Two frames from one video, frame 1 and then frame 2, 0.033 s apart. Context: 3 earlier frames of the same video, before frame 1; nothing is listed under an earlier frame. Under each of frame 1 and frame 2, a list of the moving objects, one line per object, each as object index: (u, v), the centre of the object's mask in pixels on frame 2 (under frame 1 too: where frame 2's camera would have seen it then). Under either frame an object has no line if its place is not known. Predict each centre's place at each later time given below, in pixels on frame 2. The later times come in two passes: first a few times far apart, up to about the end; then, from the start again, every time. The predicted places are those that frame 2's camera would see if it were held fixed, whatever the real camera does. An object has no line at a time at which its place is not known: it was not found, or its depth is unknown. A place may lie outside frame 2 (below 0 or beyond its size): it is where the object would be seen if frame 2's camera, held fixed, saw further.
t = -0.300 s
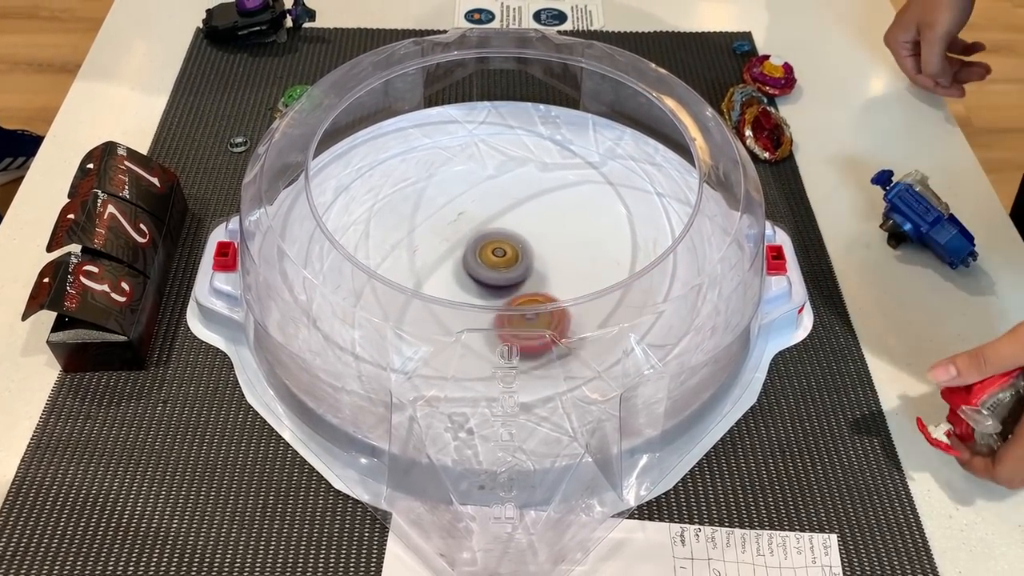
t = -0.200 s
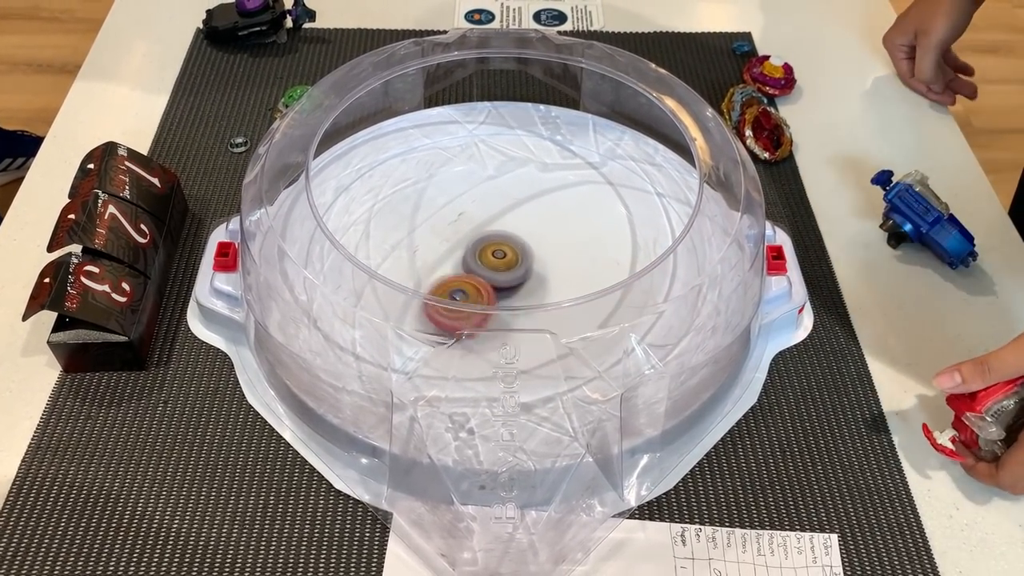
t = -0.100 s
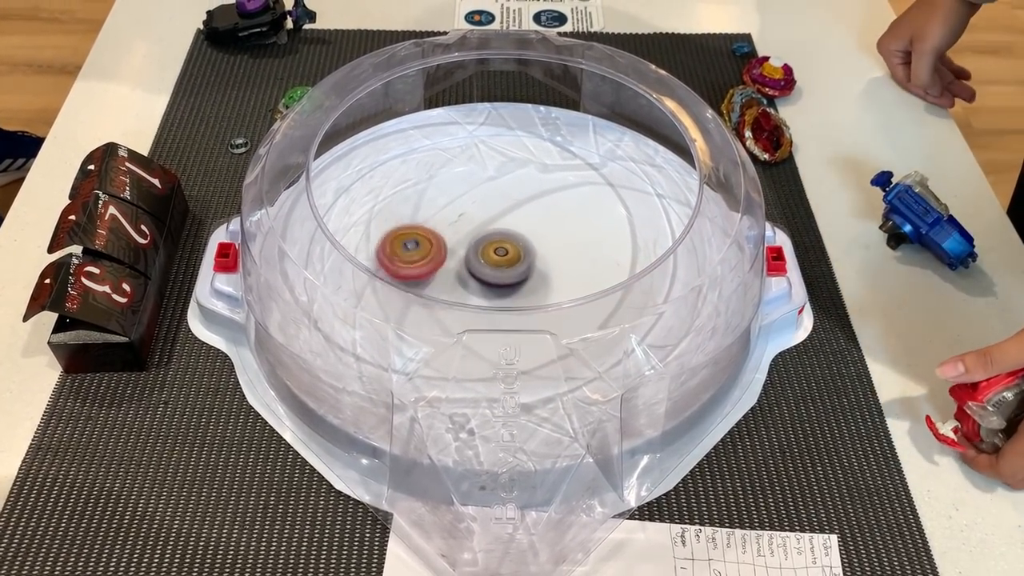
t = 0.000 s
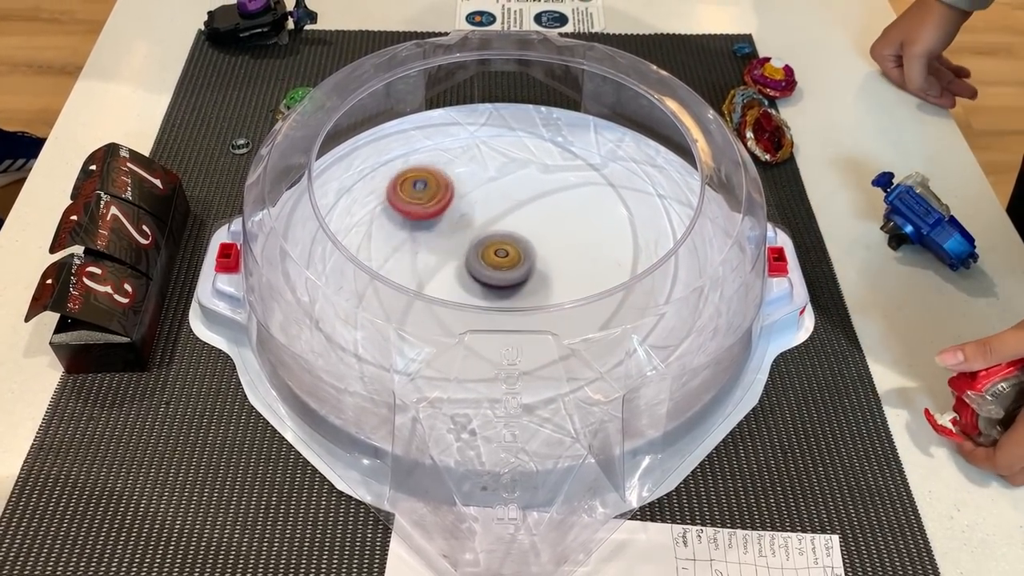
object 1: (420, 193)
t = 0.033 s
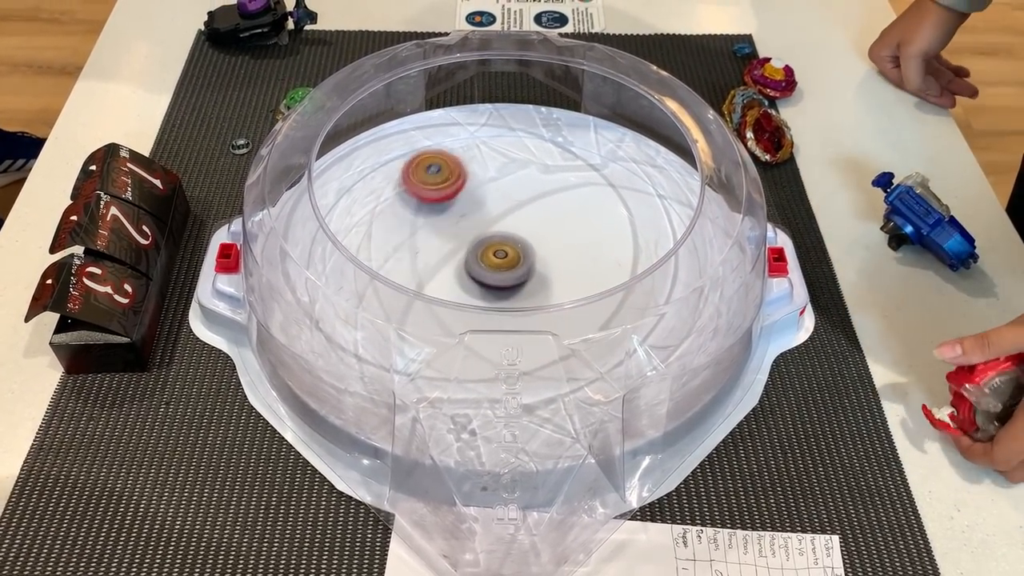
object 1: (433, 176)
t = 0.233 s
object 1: (535, 144)
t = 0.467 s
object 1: (558, 149)
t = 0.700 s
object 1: (572, 174)
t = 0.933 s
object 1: (581, 271)
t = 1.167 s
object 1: (634, 358)
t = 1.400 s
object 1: (601, 352)
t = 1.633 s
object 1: (615, 359)
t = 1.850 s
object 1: (630, 357)
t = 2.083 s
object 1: (638, 342)
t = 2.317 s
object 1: (629, 320)
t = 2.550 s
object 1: (542, 313)
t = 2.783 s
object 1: (482, 307)
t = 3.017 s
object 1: (441, 232)
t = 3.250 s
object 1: (457, 248)
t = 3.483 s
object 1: (474, 258)
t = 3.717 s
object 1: (371, 294)
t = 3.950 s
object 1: (408, 284)
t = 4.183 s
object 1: (304, 206)
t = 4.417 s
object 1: (409, 211)
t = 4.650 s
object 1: (433, 163)
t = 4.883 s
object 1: (434, 157)
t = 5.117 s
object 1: (439, 167)
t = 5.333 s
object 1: (477, 157)
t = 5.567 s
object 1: (519, 139)
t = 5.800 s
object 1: (517, 140)
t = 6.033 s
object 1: (517, 149)
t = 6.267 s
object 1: (562, 209)
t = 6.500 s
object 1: (594, 266)
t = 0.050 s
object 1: (441, 169)
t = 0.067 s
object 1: (450, 162)
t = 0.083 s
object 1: (458, 158)
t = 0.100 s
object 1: (467, 153)
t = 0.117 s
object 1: (478, 150)
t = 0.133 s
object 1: (488, 148)
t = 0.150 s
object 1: (497, 147)
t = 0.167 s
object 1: (507, 146)
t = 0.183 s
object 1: (514, 145)
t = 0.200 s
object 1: (522, 145)
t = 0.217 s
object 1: (529, 145)
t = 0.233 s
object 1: (535, 144)
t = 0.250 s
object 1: (540, 144)
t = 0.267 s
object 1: (545, 144)
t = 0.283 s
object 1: (548, 144)
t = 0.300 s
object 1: (550, 145)
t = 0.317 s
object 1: (552, 145)
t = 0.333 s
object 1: (553, 145)
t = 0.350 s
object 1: (553, 145)
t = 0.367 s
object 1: (554, 145)
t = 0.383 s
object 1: (555, 146)
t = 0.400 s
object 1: (556, 146)
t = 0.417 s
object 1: (556, 147)
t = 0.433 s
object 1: (557, 147)
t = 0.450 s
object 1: (558, 148)
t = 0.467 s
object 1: (558, 149)
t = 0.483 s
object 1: (559, 149)
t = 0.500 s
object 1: (559, 150)
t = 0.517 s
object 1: (560, 150)
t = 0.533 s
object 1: (560, 151)
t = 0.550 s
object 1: (561, 152)
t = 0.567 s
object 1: (561, 153)
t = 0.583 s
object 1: (562, 154)
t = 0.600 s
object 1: (562, 155)
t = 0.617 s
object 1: (563, 157)
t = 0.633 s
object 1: (565, 159)
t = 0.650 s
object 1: (566, 162)
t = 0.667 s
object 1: (568, 166)
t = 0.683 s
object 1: (570, 170)
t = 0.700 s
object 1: (572, 174)
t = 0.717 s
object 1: (575, 178)
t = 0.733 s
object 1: (577, 182)
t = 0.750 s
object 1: (580, 187)
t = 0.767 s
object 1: (583, 192)
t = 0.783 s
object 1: (586, 198)
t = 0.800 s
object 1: (589, 204)
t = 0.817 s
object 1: (591, 211)
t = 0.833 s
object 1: (592, 219)
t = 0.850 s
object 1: (593, 227)
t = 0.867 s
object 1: (594, 236)
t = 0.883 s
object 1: (593, 245)
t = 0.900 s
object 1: (590, 254)
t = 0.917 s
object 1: (586, 264)
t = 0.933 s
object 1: (581, 271)
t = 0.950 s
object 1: (587, 274)
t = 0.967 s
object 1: (600, 286)
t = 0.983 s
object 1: (613, 298)
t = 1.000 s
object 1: (619, 302)
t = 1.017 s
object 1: (629, 312)
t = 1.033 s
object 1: (632, 318)
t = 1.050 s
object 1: (634, 322)
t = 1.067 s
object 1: (638, 331)
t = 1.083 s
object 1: (641, 342)
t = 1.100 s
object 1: (644, 347)
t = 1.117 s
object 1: (647, 353)
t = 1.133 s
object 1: (646, 356)
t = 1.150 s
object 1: (640, 356)
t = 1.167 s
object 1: (634, 358)
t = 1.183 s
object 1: (629, 358)
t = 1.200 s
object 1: (624, 356)
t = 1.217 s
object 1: (619, 356)
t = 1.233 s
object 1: (615, 355)
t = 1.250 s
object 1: (612, 354)
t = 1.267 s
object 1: (608, 352)
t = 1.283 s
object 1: (606, 352)
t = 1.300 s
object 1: (604, 351)
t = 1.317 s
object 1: (602, 351)
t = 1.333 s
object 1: (602, 351)
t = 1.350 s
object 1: (601, 351)
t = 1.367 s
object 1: (601, 351)
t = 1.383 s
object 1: (601, 352)
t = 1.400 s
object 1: (601, 352)
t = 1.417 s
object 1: (602, 353)
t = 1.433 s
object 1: (603, 354)
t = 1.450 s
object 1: (604, 354)
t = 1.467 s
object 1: (605, 355)
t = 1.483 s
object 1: (606, 356)
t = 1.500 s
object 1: (608, 356)
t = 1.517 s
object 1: (609, 357)
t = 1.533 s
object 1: (610, 357)
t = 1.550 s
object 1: (611, 358)
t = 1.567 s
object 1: (612, 358)
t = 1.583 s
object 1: (613, 359)
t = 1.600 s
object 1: (614, 359)
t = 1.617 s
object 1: (614, 359)
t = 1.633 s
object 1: (615, 359)
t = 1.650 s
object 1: (616, 359)
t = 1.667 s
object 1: (619, 359)
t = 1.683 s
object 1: (620, 359)
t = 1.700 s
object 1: (622, 359)
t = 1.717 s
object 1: (622, 358)
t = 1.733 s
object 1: (623, 358)
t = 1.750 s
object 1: (624, 358)
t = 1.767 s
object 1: (626, 358)
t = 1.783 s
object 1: (626, 358)
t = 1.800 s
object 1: (628, 358)
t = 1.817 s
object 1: (628, 357)
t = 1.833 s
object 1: (630, 357)
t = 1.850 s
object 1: (630, 357)
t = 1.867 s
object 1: (632, 356)
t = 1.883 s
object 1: (634, 356)
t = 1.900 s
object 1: (634, 355)
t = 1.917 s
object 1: (634, 354)
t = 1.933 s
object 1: (635, 353)
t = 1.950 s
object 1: (636, 352)
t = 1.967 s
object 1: (637, 351)
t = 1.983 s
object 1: (637, 349)
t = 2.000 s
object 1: (637, 348)
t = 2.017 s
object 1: (637, 347)
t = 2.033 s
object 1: (638, 345)
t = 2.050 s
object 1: (638, 344)
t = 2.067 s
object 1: (638, 343)
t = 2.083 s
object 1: (638, 342)
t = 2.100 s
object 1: (638, 341)
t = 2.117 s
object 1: (638, 340)
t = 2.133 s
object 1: (638, 339)
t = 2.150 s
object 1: (638, 338)
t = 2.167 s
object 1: (638, 336)
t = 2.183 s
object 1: (637, 335)
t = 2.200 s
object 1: (636, 333)
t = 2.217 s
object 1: (635, 330)
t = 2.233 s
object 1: (635, 329)
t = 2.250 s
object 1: (634, 327)
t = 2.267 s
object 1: (632, 326)
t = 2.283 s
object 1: (631, 324)
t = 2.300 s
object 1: (630, 323)
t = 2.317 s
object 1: (629, 320)
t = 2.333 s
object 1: (627, 319)
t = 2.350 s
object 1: (625, 319)
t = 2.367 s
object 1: (622, 319)
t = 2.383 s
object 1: (618, 319)
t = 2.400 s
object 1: (613, 319)
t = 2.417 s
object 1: (607, 320)
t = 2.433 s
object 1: (600, 321)
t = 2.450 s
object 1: (593, 322)
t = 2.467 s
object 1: (585, 316)
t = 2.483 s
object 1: (578, 315)
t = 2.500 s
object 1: (568, 311)
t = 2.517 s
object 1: (559, 311)
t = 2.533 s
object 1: (546, 305)
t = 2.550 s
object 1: (542, 313)
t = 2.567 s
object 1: (541, 317)
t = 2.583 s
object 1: (539, 321)
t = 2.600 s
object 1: (538, 324)
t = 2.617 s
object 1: (535, 326)
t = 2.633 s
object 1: (532, 332)
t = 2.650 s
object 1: (529, 326)
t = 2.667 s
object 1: (524, 326)
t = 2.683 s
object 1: (519, 324)
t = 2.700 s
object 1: (514, 324)
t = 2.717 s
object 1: (507, 322)
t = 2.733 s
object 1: (501, 319)
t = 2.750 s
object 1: (495, 316)
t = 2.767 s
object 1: (489, 313)
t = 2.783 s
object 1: (482, 307)
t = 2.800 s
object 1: (475, 303)
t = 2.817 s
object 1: (469, 299)
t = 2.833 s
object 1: (464, 291)
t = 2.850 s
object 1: (459, 281)
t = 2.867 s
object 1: (455, 275)
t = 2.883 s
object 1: (452, 268)
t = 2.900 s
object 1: (450, 259)
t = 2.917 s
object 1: (450, 250)
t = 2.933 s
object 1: (451, 241)
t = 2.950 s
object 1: (454, 232)
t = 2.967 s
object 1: (452, 229)
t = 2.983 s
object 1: (447, 230)
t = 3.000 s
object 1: (443, 231)
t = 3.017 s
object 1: (441, 232)
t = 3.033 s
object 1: (438, 235)
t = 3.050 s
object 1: (437, 236)
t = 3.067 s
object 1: (436, 238)
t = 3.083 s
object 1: (437, 239)
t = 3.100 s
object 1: (438, 241)
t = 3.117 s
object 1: (439, 242)
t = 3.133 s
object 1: (441, 244)
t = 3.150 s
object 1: (443, 245)
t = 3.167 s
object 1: (445, 246)
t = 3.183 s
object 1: (448, 246)
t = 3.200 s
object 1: (450, 247)
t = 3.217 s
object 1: (452, 247)
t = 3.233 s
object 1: (455, 248)
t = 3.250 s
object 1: (457, 248)
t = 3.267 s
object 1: (460, 249)
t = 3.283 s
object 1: (462, 249)
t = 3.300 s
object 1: (464, 250)
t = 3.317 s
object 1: (466, 250)
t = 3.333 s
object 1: (468, 251)
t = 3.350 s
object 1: (469, 251)
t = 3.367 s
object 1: (471, 251)
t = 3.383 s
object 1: (472, 252)
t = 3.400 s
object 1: (473, 252)
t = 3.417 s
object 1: (475, 253)
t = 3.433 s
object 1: (476, 253)
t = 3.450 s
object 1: (478, 254)
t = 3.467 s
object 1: (479, 255)
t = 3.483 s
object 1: (474, 258)
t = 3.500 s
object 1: (460, 264)
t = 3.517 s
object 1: (447, 270)
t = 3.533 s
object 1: (436, 273)
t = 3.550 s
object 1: (426, 278)
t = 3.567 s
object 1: (415, 282)
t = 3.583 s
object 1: (406, 285)
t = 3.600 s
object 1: (399, 288)
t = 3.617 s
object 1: (393, 291)
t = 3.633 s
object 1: (387, 293)
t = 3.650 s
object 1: (382, 293)
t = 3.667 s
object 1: (377, 294)
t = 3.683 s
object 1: (374, 294)
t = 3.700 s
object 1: (372, 294)
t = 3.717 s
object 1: (371, 294)
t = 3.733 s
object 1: (370, 294)
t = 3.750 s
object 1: (371, 294)
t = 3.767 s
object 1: (371, 293)
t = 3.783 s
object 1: (373, 293)
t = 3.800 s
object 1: (375, 293)
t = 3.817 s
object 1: (378, 292)
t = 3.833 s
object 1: (381, 291)
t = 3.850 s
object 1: (384, 290)
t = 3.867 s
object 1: (388, 288)
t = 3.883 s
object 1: (392, 287)
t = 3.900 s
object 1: (396, 286)
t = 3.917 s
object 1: (400, 286)
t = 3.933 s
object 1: (403, 285)
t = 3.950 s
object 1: (408, 284)
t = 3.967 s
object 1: (402, 281)
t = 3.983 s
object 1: (383, 272)
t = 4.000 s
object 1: (365, 263)
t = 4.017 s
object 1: (348, 255)
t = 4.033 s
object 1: (333, 250)
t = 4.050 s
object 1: (318, 244)
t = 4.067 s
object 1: (310, 235)
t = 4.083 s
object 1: (304, 227)
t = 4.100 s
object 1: (300, 221)
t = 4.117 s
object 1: (296, 217)
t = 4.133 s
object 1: (292, 215)
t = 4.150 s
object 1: (291, 213)
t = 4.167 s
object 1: (298, 208)
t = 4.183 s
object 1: (304, 206)
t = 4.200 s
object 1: (313, 205)
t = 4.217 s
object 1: (319, 203)
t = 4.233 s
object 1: (326, 201)
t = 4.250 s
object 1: (333, 200)
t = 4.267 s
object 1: (341, 202)
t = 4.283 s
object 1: (347, 200)
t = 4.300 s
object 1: (354, 200)
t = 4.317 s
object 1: (361, 201)
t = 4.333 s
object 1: (368, 201)
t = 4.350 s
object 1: (375, 202)
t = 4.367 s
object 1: (382, 205)
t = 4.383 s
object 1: (390, 209)
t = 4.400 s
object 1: (400, 209)
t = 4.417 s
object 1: (409, 211)
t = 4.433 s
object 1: (420, 214)
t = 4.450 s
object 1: (431, 216)
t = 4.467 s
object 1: (443, 218)
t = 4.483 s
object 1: (455, 219)
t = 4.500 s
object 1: (467, 220)
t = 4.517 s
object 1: (473, 217)
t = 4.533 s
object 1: (465, 207)
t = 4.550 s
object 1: (457, 198)
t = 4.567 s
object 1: (450, 192)
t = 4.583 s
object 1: (444, 184)
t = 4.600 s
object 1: (439, 178)
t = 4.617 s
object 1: (437, 171)
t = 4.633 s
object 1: (435, 167)
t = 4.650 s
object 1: (433, 163)
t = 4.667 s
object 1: (433, 160)
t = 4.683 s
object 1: (433, 159)
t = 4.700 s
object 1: (433, 159)
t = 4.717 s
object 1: (433, 158)
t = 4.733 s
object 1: (434, 158)
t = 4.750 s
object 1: (434, 157)
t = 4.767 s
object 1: (435, 157)
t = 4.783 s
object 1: (435, 157)
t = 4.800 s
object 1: (436, 157)
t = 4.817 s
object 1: (435, 156)
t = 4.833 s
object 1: (435, 156)
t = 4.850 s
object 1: (435, 156)
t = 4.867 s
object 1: (435, 157)
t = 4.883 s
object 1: (434, 157)
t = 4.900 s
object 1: (434, 157)
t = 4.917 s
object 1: (434, 157)
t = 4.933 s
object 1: (433, 157)
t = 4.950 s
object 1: (433, 157)
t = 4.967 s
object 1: (433, 157)
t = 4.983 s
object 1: (433, 157)
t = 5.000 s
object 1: (433, 158)
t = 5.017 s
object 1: (432, 158)
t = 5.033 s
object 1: (432, 158)
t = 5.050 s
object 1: (433, 159)
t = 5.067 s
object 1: (433, 160)
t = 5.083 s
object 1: (435, 162)
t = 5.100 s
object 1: (437, 165)
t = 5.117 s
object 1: (439, 167)
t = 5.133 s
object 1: (442, 170)
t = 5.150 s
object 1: (444, 172)
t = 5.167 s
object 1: (447, 174)
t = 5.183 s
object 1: (450, 177)
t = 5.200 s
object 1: (453, 180)
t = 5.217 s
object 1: (456, 182)
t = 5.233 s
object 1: (459, 184)
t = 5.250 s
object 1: (463, 187)
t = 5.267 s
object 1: (465, 180)
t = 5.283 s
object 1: (469, 172)
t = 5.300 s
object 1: (471, 166)
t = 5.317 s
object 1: (474, 163)
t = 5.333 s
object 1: (477, 157)
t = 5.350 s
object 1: (481, 151)
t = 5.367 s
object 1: (485, 149)
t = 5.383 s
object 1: (489, 149)
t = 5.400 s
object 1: (493, 145)
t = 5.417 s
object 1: (499, 143)
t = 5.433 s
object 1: (503, 144)
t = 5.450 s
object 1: (507, 143)
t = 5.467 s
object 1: (510, 141)
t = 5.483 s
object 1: (513, 141)
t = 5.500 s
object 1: (515, 140)
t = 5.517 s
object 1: (517, 140)
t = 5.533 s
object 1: (518, 140)
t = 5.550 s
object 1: (519, 139)
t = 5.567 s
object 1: (519, 139)
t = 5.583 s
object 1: (518, 139)
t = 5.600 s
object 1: (519, 138)
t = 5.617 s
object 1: (519, 139)
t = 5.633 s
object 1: (518, 139)
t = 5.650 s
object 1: (518, 139)
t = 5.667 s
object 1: (518, 139)
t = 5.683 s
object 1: (518, 139)
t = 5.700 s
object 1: (518, 139)
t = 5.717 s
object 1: (517, 139)
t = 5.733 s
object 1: (518, 139)
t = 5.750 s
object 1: (518, 139)
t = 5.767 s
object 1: (517, 139)
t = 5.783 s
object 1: (517, 140)
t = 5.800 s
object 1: (517, 140)
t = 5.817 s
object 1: (517, 140)
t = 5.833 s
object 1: (517, 141)
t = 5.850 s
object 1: (516, 140)
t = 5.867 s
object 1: (516, 141)
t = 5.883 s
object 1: (516, 142)
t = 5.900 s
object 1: (516, 142)
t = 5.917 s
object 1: (516, 143)
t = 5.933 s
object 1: (516, 143)
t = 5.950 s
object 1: (517, 144)
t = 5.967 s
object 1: (517, 145)
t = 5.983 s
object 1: (517, 145)
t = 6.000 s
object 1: (517, 146)
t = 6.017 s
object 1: (517, 147)
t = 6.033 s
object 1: (517, 149)
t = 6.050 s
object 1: (518, 151)
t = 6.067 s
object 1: (519, 155)
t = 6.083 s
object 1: (520, 158)
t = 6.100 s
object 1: (522, 162)
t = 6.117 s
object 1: (523, 166)
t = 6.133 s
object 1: (526, 171)
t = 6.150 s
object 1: (529, 176)
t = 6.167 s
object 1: (532, 182)
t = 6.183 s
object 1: (535, 189)
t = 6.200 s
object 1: (539, 196)
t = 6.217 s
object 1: (542, 203)
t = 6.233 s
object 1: (547, 210)
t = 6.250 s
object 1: (555, 209)
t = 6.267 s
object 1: (562, 209)
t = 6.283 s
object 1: (568, 209)
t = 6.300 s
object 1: (573, 211)
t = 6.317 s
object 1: (577, 213)
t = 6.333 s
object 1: (581, 216)
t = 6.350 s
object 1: (584, 220)
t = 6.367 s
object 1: (587, 224)
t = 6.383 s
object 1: (590, 228)
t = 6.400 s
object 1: (593, 233)
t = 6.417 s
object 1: (595, 238)
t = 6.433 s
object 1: (597, 243)
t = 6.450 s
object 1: (598, 249)
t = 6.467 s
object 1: (598, 255)
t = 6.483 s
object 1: (596, 260)
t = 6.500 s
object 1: (594, 266)
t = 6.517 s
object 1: (592, 270)
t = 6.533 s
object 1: (587, 273)
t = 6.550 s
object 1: (582, 278)
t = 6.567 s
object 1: (577, 281)
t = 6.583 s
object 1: (573, 290)
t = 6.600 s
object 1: (567, 296)
